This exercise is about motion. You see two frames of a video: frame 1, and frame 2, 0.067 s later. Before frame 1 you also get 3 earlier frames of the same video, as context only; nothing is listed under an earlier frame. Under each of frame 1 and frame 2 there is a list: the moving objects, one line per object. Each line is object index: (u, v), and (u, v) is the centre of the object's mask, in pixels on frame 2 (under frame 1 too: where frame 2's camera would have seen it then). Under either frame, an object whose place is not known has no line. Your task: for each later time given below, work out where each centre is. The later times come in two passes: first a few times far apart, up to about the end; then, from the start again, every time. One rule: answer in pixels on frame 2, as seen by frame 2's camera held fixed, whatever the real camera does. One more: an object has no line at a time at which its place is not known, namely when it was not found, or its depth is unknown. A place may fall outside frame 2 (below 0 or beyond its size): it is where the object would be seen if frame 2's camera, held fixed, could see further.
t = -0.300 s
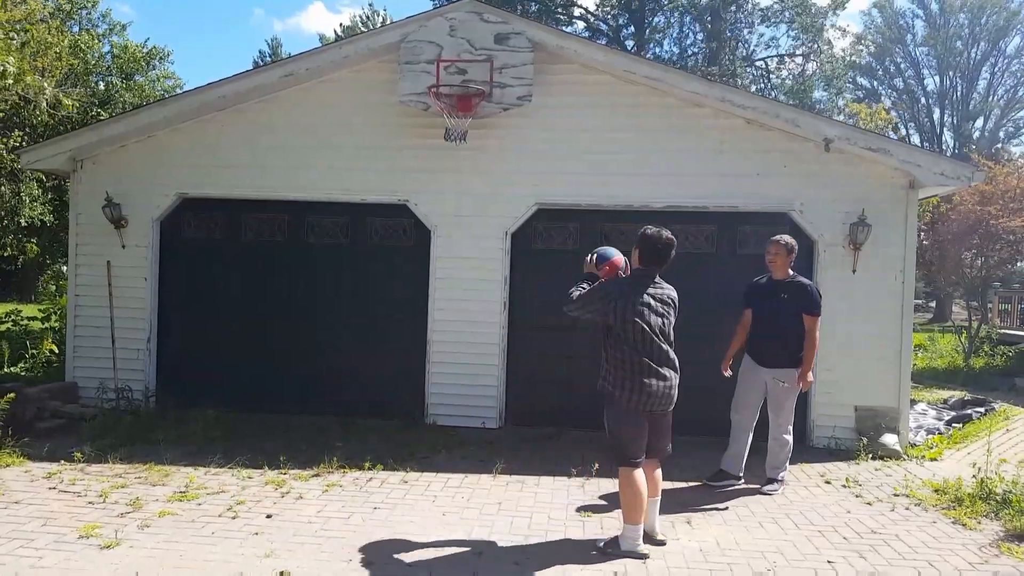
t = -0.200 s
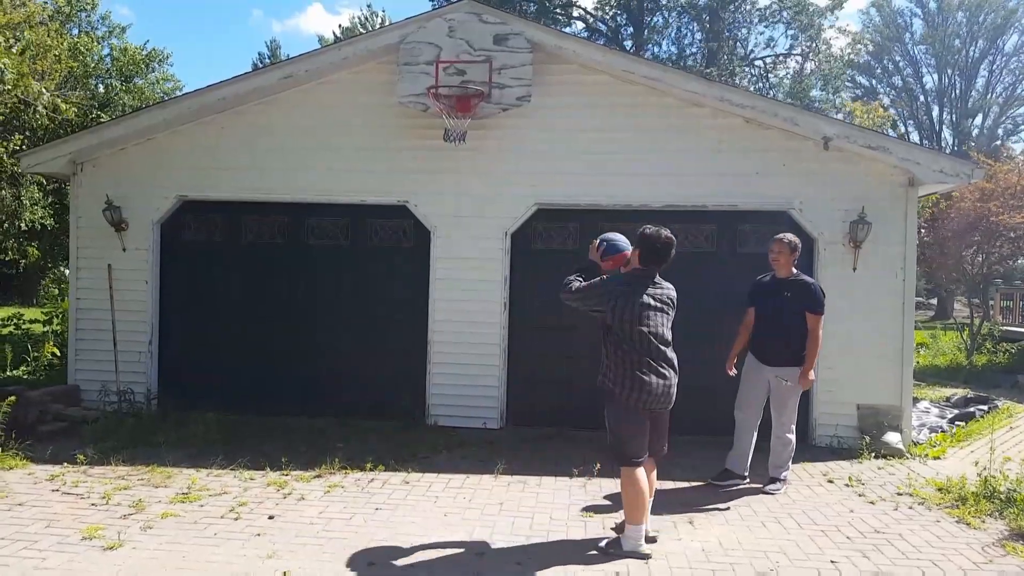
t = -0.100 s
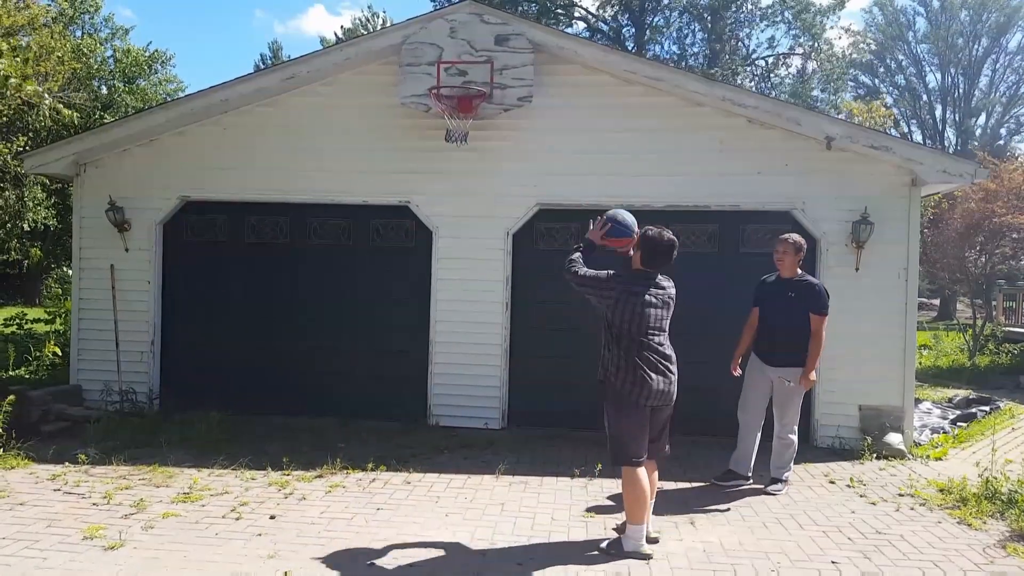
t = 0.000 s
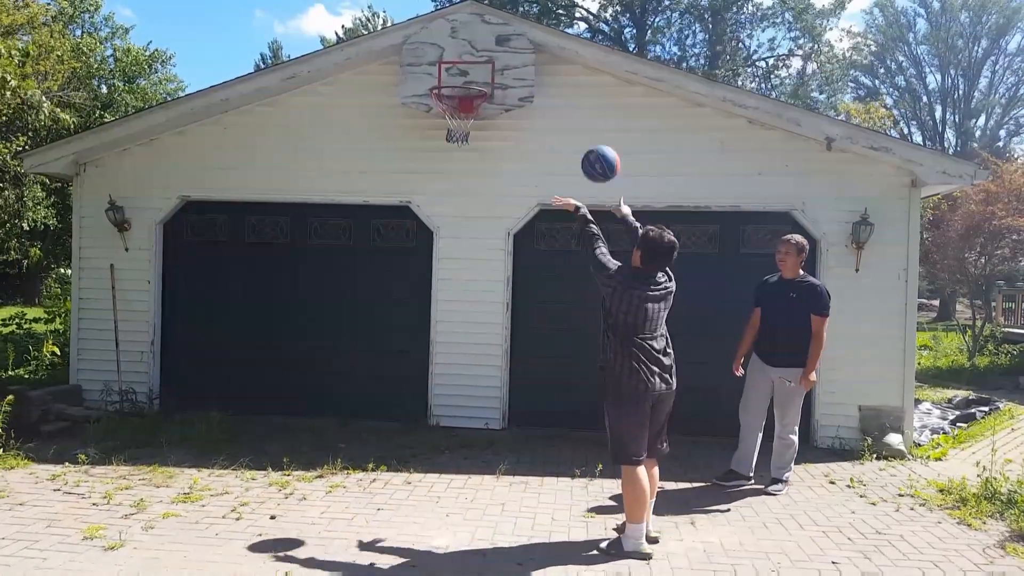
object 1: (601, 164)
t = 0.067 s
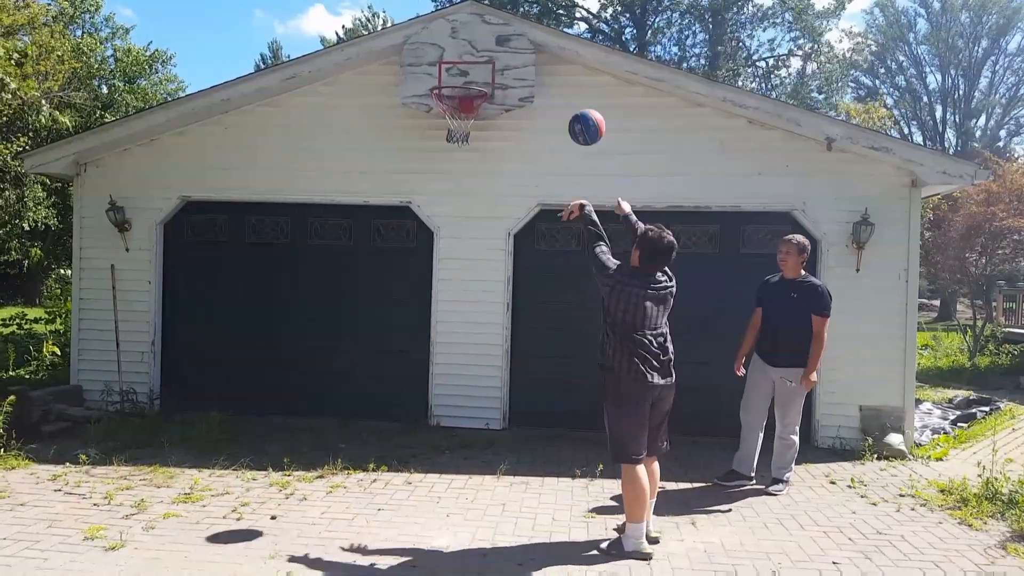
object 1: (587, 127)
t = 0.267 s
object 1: (549, 64)
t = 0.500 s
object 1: (512, 65)
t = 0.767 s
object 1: (509, 97)
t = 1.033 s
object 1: (532, 160)
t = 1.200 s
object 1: (548, 246)
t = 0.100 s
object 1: (580, 112)
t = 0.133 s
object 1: (573, 99)
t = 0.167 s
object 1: (567, 87)
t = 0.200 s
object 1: (561, 78)
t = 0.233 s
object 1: (555, 70)
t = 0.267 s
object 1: (549, 64)
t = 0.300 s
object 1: (544, 60)
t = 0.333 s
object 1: (538, 57)
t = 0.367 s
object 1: (533, 56)
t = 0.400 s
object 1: (527, 56)
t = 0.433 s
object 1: (522, 58)
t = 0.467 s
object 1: (517, 61)
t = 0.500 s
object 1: (512, 65)
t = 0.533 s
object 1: (507, 71)
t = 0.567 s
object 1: (502, 77)
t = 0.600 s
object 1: (498, 85)
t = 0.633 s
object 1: (499, 88)
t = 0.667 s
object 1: (500, 92)
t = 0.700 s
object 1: (503, 95)
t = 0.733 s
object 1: (506, 96)
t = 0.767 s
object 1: (509, 97)
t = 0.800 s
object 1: (512, 100)
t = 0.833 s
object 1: (515, 104)
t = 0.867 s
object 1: (518, 110)
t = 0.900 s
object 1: (521, 118)
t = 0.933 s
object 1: (524, 126)
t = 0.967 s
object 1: (527, 136)
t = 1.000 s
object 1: (530, 147)
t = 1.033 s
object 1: (532, 160)
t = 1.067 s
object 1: (535, 174)
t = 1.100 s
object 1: (538, 190)
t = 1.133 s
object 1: (541, 207)
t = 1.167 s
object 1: (545, 226)
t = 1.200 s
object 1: (548, 246)
